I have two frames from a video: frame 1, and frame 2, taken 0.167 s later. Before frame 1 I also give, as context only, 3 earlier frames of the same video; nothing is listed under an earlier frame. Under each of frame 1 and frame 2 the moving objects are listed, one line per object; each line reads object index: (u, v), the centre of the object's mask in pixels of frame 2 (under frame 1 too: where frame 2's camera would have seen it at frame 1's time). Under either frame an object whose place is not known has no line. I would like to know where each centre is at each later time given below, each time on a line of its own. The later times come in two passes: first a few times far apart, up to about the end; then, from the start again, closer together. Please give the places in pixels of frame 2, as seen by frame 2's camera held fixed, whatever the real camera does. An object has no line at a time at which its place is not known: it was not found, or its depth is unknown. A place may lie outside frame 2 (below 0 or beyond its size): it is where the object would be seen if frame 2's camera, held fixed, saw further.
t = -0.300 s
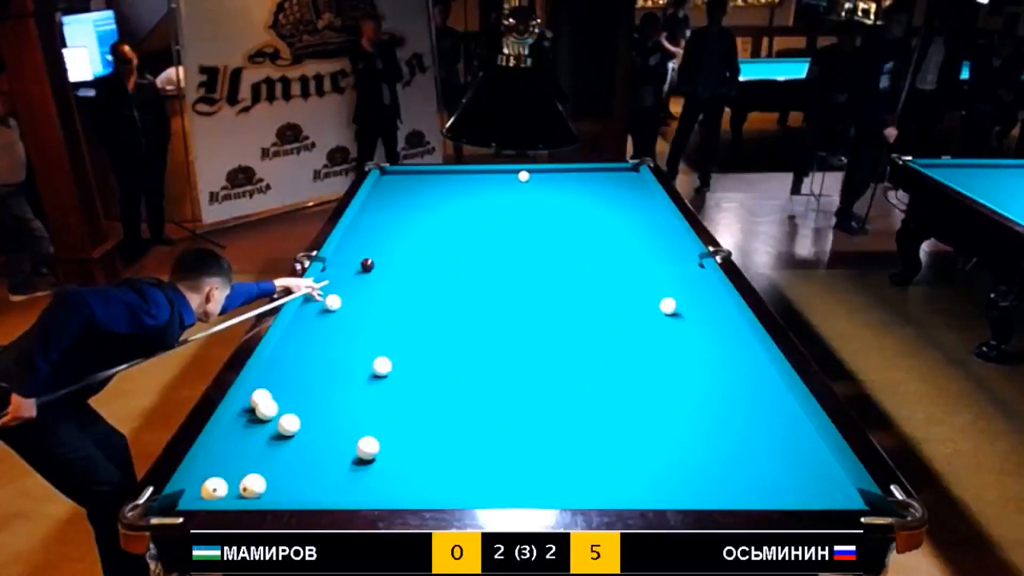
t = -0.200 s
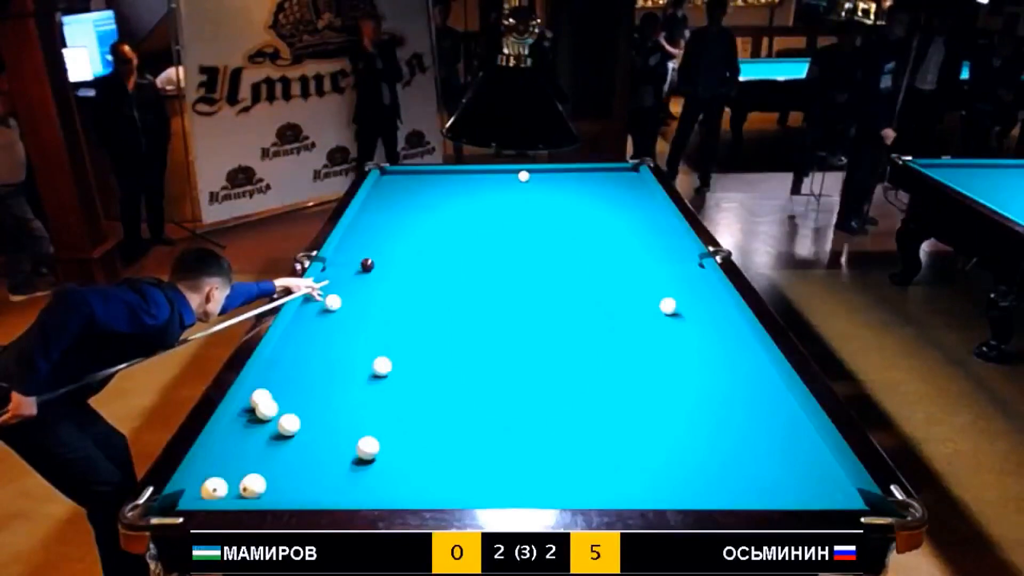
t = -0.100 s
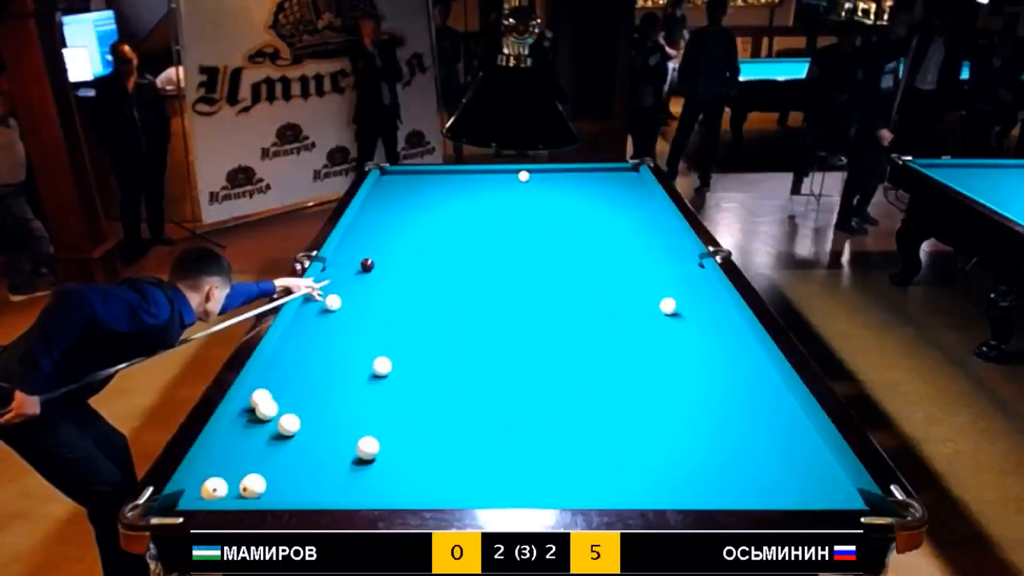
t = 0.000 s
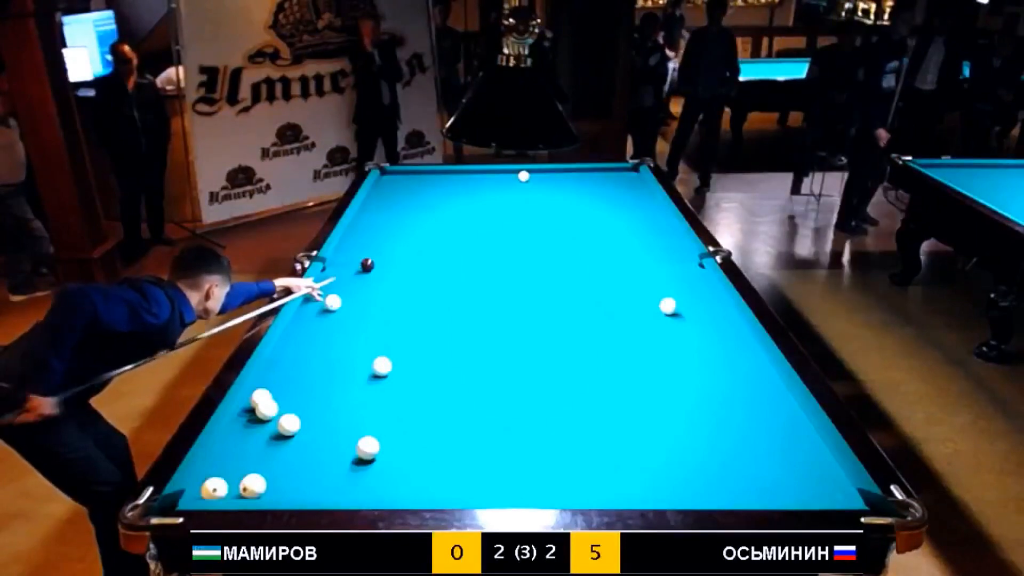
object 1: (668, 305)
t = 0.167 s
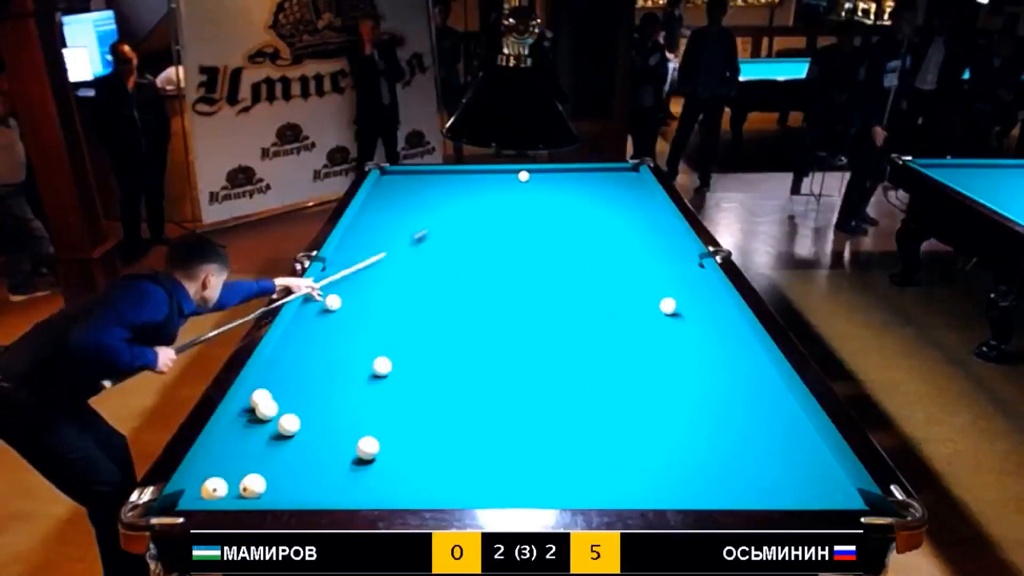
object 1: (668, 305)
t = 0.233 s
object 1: (668, 305)
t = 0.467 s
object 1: (668, 305)
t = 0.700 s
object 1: (668, 305)
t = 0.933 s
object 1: (668, 305)
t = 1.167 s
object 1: (668, 305)
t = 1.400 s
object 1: (668, 305)
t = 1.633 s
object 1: (668, 305)
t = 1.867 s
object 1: (668, 305)
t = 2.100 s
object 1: (668, 305)
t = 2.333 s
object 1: (668, 306)
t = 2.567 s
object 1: (692, 321)
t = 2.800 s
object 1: (718, 338)
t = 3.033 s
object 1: (747, 357)
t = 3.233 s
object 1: (763, 373)
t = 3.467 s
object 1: (764, 390)
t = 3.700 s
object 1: (765, 408)
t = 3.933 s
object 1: (766, 427)
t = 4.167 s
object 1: (767, 447)
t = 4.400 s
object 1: (769, 468)
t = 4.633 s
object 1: (770, 488)
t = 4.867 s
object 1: (760, 483)
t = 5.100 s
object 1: (748, 472)
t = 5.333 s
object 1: (737, 461)
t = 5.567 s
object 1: (727, 451)
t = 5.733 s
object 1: (723, 446)
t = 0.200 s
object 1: (668, 305)
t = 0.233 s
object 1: (668, 305)
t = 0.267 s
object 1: (668, 305)
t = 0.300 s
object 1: (668, 305)
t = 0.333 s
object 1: (668, 305)
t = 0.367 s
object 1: (668, 305)
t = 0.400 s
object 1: (668, 305)
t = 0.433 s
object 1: (668, 305)
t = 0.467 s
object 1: (668, 305)
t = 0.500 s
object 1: (668, 305)
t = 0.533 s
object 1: (668, 305)
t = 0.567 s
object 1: (668, 305)
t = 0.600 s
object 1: (668, 305)
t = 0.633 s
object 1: (668, 305)
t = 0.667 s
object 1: (668, 305)
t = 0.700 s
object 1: (668, 305)
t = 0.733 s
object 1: (668, 305)
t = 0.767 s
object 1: (668, 305)
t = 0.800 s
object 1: (668, 305)
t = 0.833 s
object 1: (668, 305)
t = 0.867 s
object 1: (668, 305)
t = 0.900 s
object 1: (668, 305)
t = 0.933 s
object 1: (668, 305)
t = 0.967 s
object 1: (668, 305)
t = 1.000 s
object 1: (668, 305)
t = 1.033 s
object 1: (668, 305)
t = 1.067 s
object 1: (668, 305)
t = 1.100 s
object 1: (668, 305)
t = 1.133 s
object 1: (668, 305)
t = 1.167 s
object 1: (668, 305)
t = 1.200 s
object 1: (668, 305)
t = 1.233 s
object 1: (668, 305)
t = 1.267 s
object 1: (668, 305)
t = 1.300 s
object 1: (668, 305)
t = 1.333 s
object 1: (668, 305)
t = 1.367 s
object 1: (668, 305)
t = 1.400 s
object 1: (668, 305)
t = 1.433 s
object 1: (668, 305)
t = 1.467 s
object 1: (668, 305)
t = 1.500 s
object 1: (668, 305)
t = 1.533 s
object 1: (668, 305)
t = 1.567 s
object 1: (668, 305)
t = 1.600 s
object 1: (668, 305)
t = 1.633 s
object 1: (668, 305)
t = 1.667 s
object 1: (668, 305)
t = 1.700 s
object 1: (668, 305)
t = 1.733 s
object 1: (668, 305)
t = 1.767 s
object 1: (668, 305)
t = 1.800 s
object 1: (668, 305)
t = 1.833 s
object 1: (668, 305)
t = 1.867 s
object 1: (668, 305)
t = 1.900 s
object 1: (668, 305)
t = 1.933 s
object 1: (668, 305)
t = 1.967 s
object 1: (668, 305)
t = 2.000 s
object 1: (668, 305)
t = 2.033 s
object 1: (668, 305)
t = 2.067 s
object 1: (668, 305)
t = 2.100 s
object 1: (668, 305)
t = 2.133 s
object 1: (668, 305)
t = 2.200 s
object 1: (668, 306)
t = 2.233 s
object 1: (668, 306)
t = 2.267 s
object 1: (668, 306)
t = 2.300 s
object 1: (668, 306)
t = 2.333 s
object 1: (668, 306)
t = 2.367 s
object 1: (668, 306)
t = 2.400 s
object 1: (671, 307)
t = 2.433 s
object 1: (676, 311)
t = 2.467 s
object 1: (680, 314)
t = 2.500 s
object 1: (684, 316)
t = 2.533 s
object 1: (688, 318)
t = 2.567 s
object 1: (692, 321)
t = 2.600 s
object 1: (695, 323)
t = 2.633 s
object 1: (699, 326)
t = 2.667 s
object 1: (703, 328)
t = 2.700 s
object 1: (707, 331)
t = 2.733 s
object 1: (711, 333)
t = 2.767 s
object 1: (714, 336)
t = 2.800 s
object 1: (718, 338)
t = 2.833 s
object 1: (722, 341)
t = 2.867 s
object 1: (726, 343)
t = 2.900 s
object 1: (730, 346)
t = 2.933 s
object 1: (735, 349)
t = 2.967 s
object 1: (739, 351)
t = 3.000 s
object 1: (743, 354)
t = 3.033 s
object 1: (747, 357)
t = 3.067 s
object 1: (751, 360)
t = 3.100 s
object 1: (755, 363)
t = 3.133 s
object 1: (760, 365)
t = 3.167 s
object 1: (763, 368)
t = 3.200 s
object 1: (763, 371)
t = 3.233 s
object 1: (763, 373)
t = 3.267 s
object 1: (763, 375)
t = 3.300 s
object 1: (764, 378)
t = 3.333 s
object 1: (764, 380)
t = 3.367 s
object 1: (763, 383)
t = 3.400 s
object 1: (763, 385)
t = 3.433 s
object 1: (764, 388)
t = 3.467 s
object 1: (764, 390)
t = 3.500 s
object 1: (764, 393)
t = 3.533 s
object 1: (764, 395)
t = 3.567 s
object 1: (764, 398)
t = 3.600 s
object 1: (765, 400)
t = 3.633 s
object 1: (765, 403)
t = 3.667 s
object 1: (765, 406)
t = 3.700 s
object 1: (765, 408)
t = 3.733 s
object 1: (765, 411)
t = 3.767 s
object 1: (765, 414)
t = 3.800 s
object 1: (765, 417)
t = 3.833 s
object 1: (766, 419)
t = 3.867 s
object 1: (765, 422)
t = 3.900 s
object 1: (766, 425)
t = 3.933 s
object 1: (766, 427)
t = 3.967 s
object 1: (766, 430)
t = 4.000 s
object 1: (766, 433)
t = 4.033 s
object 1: (766, 436)
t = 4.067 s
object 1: (767, 439)
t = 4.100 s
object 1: (767, 442)
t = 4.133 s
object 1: (767, 445)
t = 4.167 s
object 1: (767, 447)
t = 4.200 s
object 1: (767, 451)
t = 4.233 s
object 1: (768, 453)
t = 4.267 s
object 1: (768, 456)
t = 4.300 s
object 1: (768, 459)
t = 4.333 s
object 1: (768, 462)
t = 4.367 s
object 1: (769, 465)
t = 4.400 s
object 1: (769, 468)
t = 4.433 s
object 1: (769, 471)
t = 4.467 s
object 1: (769, 474)
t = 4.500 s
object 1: (770, 478)
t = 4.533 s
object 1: (770, 481)
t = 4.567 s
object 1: (770, 484)
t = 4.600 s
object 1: (770, 486)
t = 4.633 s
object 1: (770, 488)
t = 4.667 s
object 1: (770, 490)
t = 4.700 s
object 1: (769, 490)
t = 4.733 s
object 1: (767, 489)
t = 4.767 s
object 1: (765, 488)
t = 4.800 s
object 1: (764, 487)
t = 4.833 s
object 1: (762, 485)
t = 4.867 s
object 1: (760, 483)
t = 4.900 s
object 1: (758, 482)
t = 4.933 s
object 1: (756, 480)
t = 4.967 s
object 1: (755, 478)
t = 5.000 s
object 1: (753, 476)
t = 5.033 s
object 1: (751, 475)
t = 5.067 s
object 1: (749, 473)
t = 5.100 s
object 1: (748, 472)
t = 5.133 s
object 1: (746, 470)
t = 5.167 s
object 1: (744, 468)
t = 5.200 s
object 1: (743, 467)
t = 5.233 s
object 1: (741, 465)
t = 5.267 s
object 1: (740, 464)
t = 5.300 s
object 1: (738, 462)
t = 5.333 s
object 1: (737, 461)
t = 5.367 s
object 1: (735, 459)
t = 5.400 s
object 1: (733, 458)
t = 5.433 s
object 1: (732, 456)
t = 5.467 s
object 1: (730, 455)
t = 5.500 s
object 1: (729, 454)
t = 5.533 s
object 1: (728, 452)
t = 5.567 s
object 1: (727, 451)
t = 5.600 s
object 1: (725, 450)
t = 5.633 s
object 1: (724, 449)
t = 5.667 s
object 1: (723, 448)
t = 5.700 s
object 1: (723, 447)
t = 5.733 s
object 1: (723, 446)
